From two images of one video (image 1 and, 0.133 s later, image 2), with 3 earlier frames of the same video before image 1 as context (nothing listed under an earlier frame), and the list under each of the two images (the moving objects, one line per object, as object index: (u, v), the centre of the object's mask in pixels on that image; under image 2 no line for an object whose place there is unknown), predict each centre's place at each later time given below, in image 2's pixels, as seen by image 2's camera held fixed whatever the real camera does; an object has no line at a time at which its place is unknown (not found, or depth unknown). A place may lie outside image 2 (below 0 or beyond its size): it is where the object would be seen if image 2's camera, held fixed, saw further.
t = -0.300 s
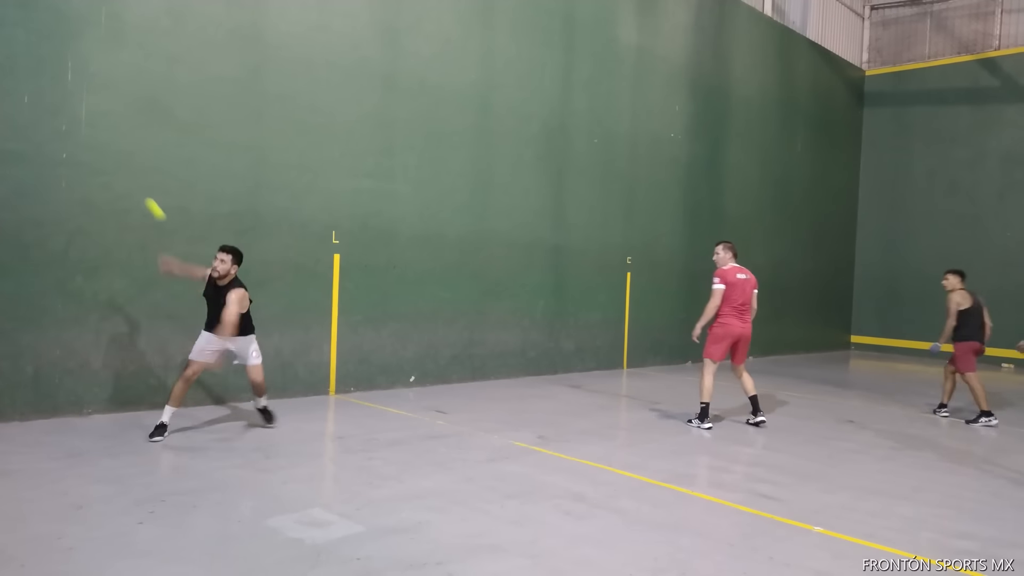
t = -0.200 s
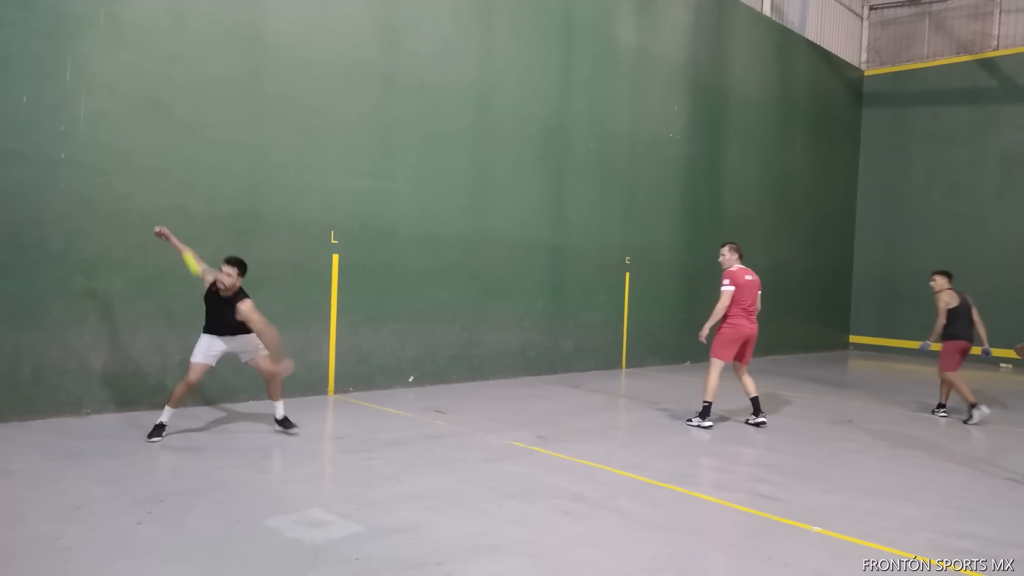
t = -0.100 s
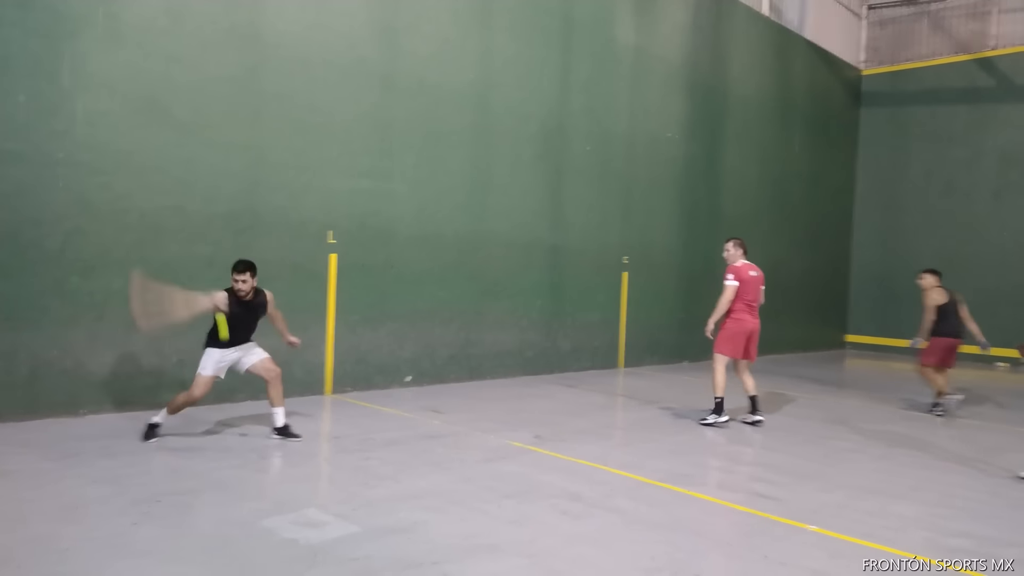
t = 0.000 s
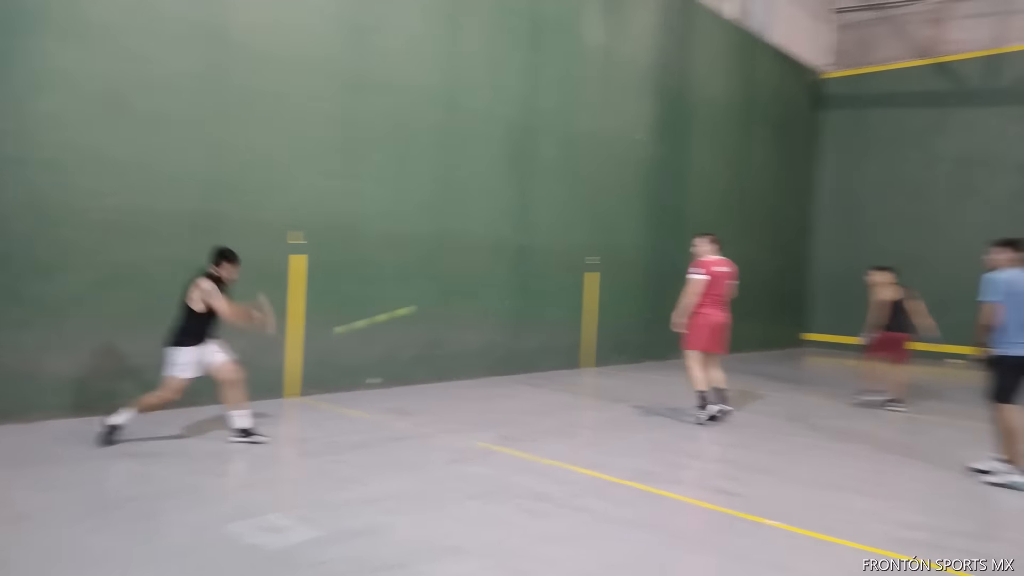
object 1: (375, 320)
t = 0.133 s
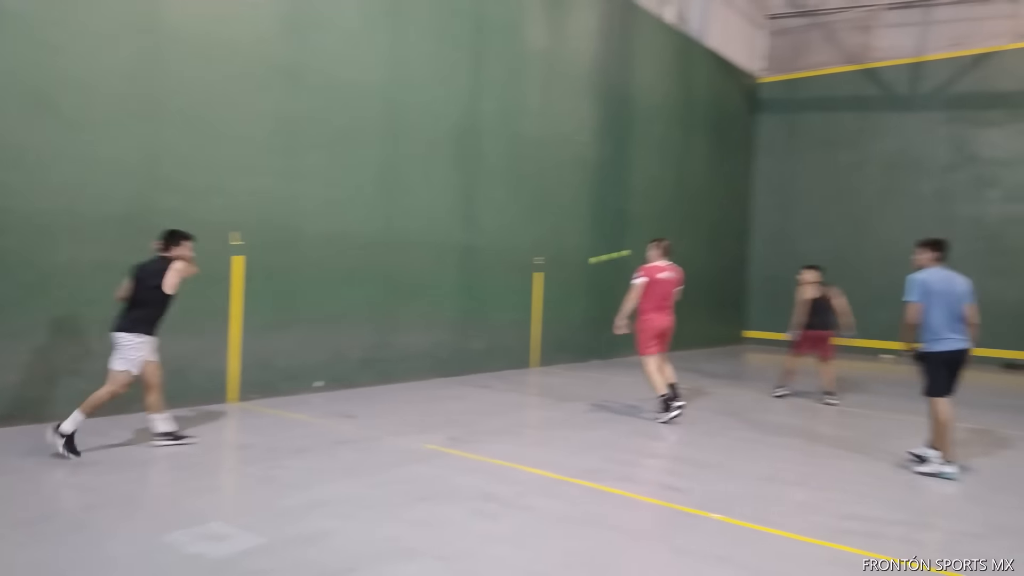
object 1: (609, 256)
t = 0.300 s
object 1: (801, 228)
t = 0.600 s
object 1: (978, 235)
